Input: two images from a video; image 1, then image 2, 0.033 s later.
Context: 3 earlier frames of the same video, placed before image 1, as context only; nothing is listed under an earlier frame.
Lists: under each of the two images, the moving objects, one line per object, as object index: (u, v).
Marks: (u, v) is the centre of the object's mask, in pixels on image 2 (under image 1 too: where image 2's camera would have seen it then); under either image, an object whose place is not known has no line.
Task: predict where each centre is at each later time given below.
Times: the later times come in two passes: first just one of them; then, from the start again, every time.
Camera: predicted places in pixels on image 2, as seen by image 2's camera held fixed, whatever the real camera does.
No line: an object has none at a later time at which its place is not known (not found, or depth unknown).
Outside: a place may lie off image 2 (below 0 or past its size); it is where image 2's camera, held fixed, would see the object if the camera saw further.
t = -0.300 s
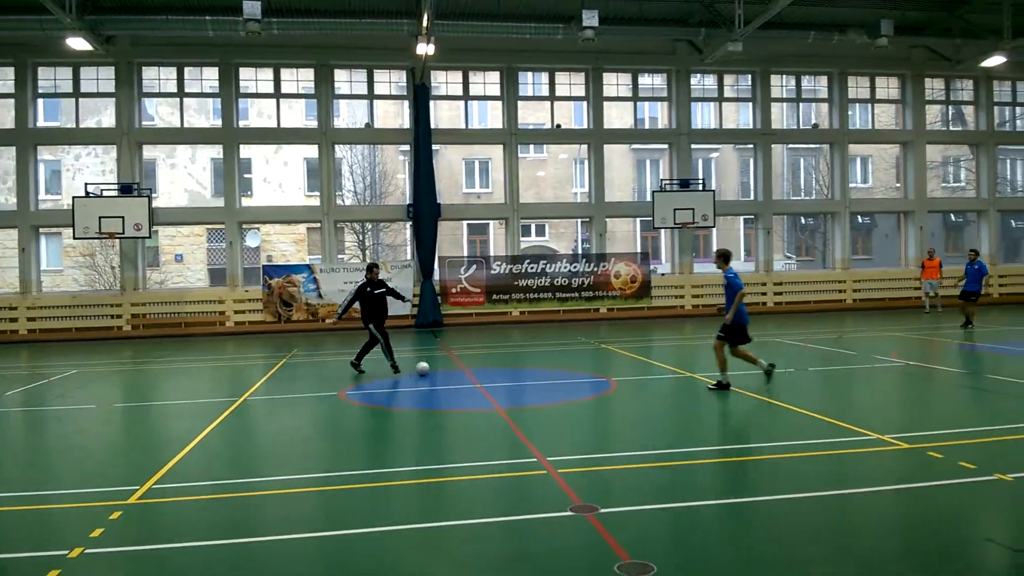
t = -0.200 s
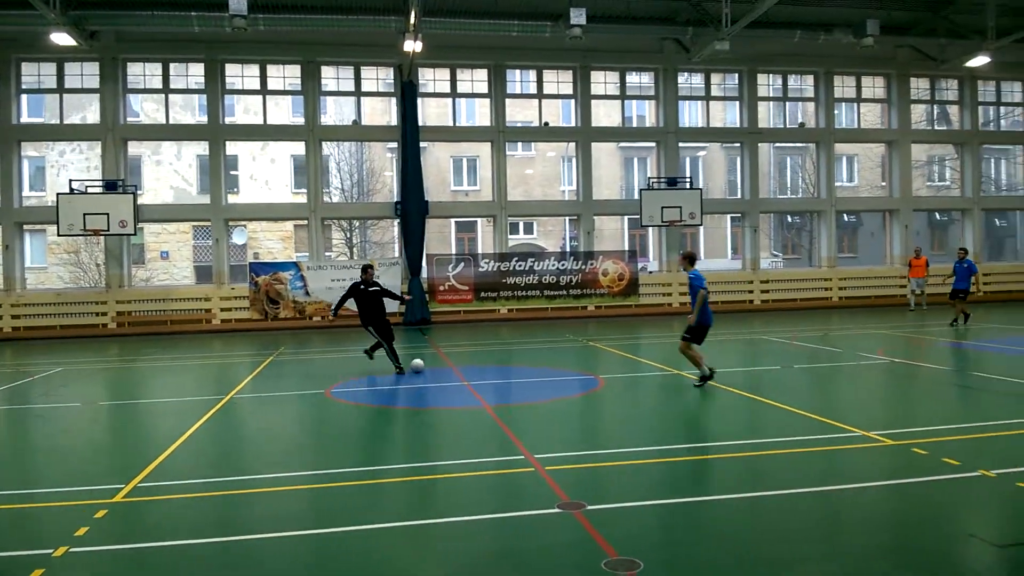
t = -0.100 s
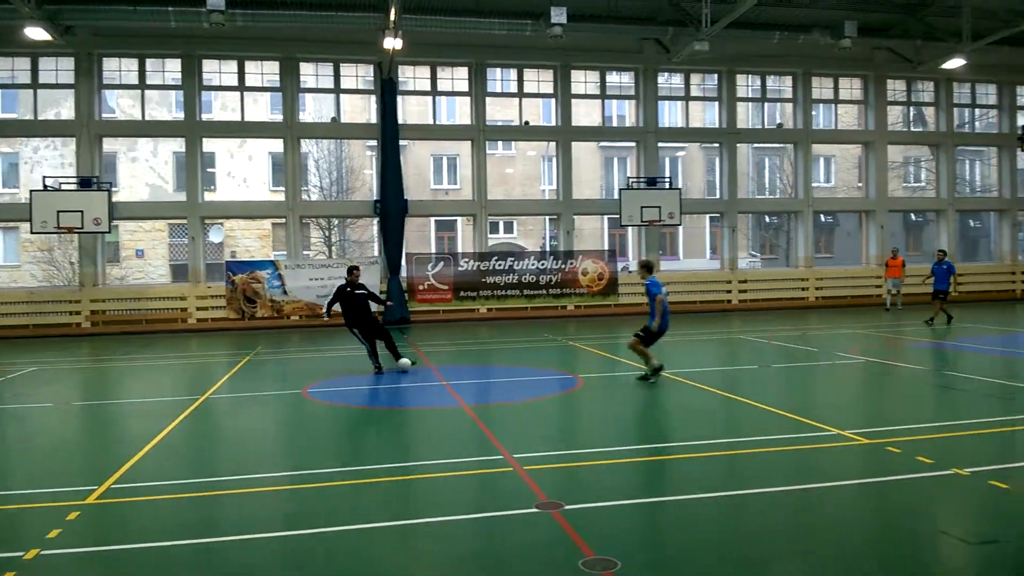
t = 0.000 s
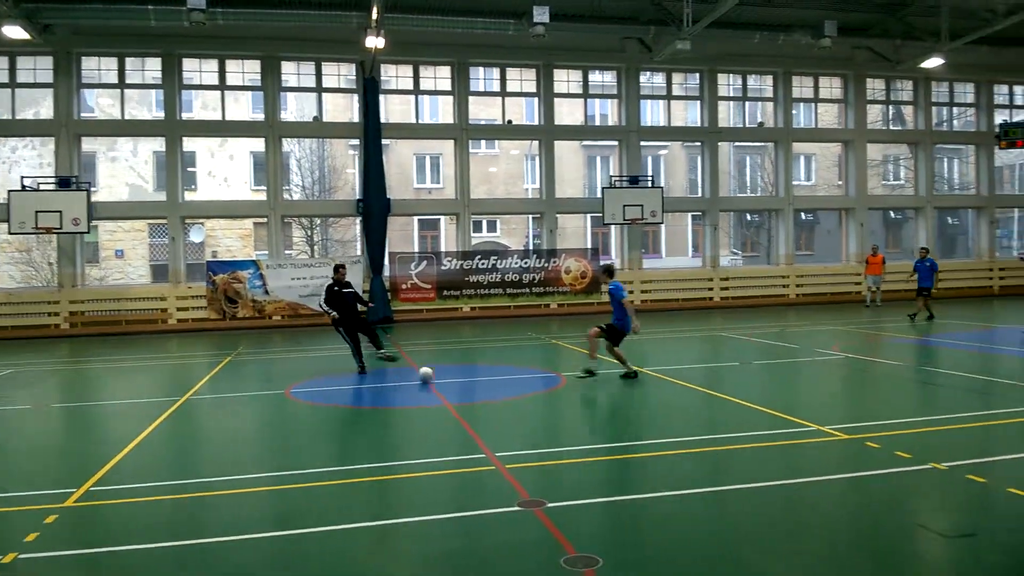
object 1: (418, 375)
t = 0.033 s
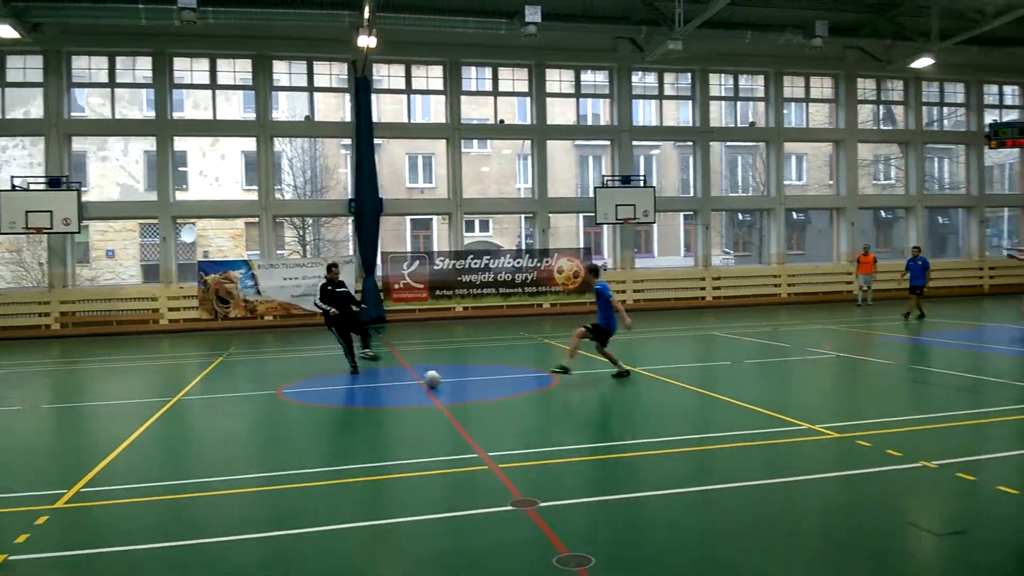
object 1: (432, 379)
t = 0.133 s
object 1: (480, 392)
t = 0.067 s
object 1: (447, 383)
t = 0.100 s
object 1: (463, 388)
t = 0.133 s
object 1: (480, 392)
